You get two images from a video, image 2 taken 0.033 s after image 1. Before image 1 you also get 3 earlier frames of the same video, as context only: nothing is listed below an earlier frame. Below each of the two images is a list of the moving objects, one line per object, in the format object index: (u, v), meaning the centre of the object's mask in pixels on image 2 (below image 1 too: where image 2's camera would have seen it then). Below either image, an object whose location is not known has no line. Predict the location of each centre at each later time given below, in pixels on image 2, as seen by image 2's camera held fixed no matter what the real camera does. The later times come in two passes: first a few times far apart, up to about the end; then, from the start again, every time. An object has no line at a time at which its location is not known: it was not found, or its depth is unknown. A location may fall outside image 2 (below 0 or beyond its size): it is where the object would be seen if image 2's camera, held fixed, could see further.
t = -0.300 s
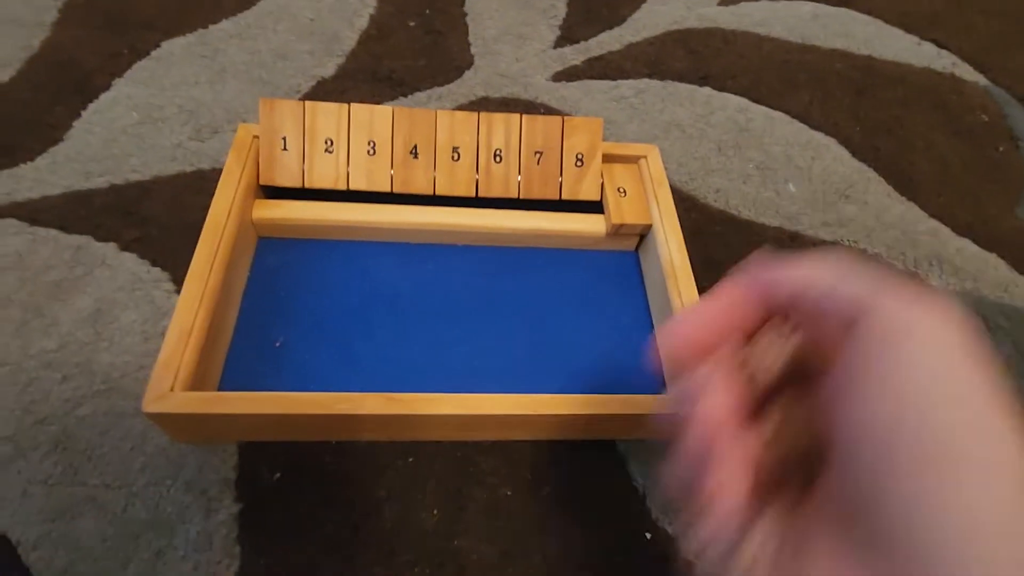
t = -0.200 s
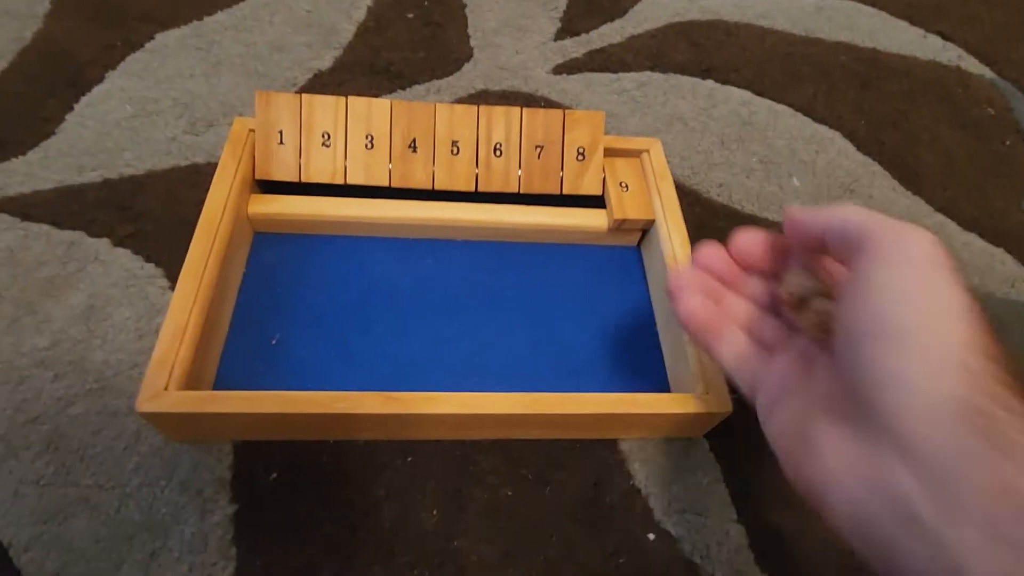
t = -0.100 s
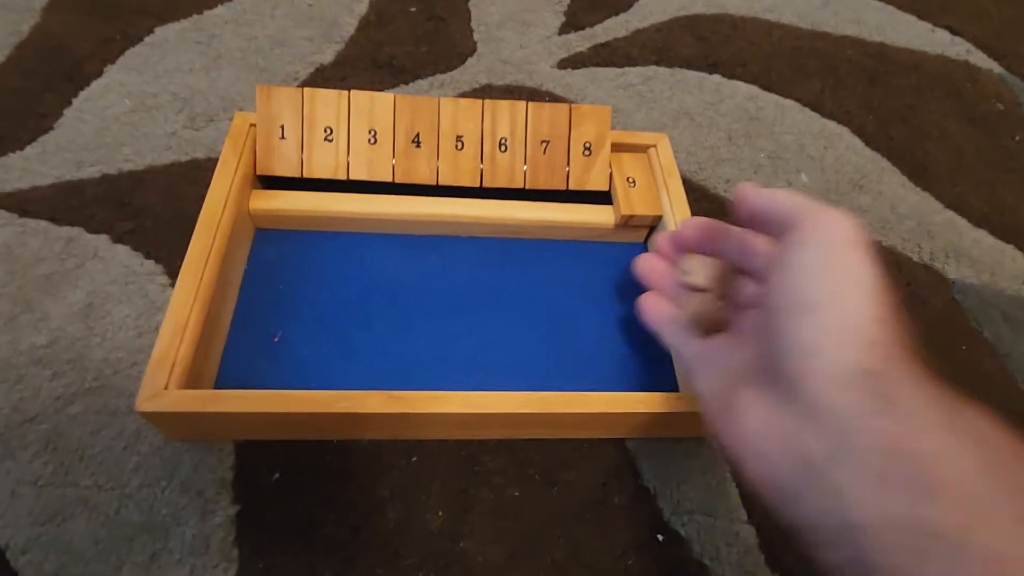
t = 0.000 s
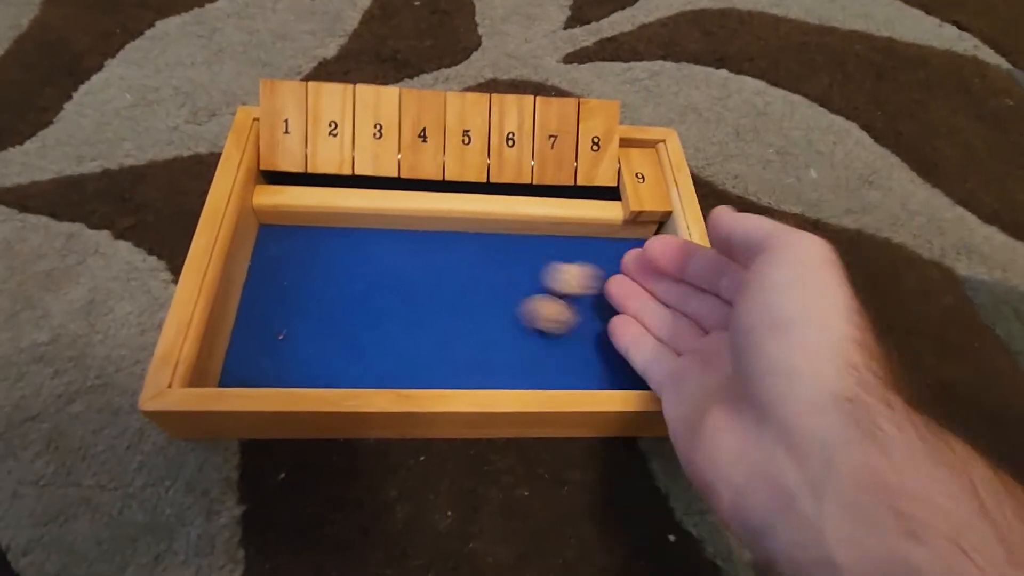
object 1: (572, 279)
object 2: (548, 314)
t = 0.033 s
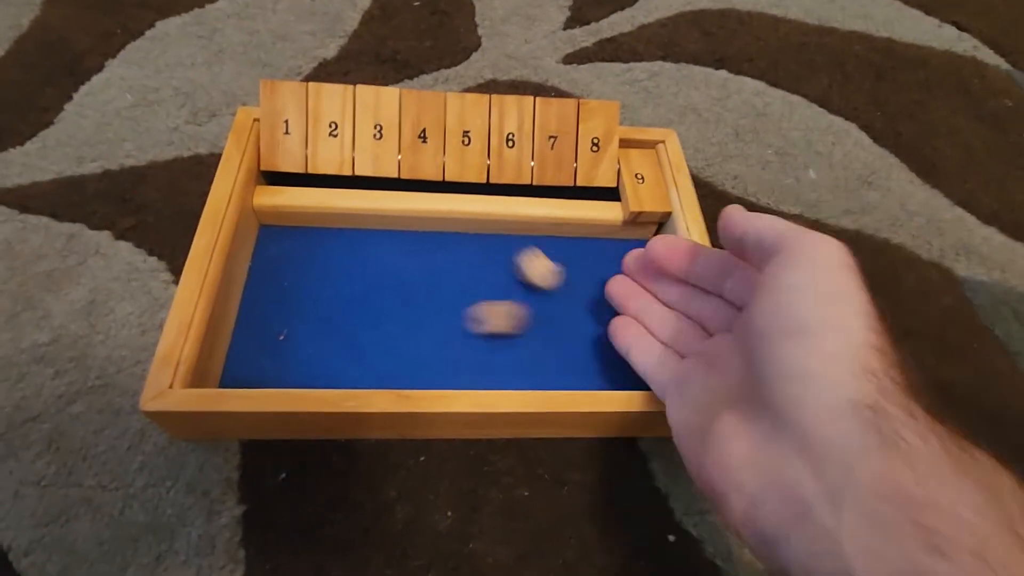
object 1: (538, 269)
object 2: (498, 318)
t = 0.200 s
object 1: (425, 244)
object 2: (259, 306)
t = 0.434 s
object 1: (302, 244)
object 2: (372, 305)
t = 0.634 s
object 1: (265, 273)
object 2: (399, 325)
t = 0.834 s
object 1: (257, 293)
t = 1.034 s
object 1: (257, 292)
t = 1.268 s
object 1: (257, 292)
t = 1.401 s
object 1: (257, 292)
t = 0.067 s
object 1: (513, 249)
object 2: (447, 314)
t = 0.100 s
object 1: (491, 235)
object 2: (397, 311)
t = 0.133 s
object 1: (466, 241)
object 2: (348, 312)
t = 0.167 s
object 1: (444, 243)
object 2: (302, 306)
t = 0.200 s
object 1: (425, 244)
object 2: (259, 306)
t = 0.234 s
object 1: (405, 244)
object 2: (271, 309)
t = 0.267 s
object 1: (385, 246)
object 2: (297, 307)
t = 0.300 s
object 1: (366, 243)
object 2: (318, 306)
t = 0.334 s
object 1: (349, 242)
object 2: (336, 306)
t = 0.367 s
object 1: (330, 242)
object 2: (350, 304)
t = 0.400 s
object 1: (317, 243)
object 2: (361, 303)
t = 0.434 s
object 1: (302, 244)
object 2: (372, 305)
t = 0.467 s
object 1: (289, 246)
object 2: (381, 308)
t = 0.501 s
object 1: (277, 249)
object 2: (390, 312)
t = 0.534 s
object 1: (264, 255)
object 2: (398, 317)
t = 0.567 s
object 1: (265, 262)
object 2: (400, 322)
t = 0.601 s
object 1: (264, 269)
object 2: (401, 324)
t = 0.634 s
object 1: (265, 273)
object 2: (399, 325)
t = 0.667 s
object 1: (265, 277)
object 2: (397, 325)
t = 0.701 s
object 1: (265, 280)
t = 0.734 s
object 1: (265, 283)
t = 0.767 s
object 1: (263, 287)
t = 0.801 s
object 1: (255, 291)
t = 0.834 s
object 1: (257, 293)
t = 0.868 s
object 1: (258, 293)
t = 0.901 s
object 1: (257, 293)
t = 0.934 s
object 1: (257, 292)
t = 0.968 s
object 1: (257, 292)
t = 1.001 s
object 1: (257, 292)
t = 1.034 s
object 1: (257, 292)
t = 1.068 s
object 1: (257, 292)
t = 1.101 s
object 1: (257, 292)
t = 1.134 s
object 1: (257, 292)
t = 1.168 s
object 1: (257, 292)
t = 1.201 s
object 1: (257, 292)
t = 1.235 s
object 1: (257, 292)
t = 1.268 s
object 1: (257, 292)
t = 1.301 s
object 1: (257, 292)
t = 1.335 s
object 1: (257, 292)
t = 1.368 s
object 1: (257, 292)
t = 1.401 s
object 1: (257, 292)
